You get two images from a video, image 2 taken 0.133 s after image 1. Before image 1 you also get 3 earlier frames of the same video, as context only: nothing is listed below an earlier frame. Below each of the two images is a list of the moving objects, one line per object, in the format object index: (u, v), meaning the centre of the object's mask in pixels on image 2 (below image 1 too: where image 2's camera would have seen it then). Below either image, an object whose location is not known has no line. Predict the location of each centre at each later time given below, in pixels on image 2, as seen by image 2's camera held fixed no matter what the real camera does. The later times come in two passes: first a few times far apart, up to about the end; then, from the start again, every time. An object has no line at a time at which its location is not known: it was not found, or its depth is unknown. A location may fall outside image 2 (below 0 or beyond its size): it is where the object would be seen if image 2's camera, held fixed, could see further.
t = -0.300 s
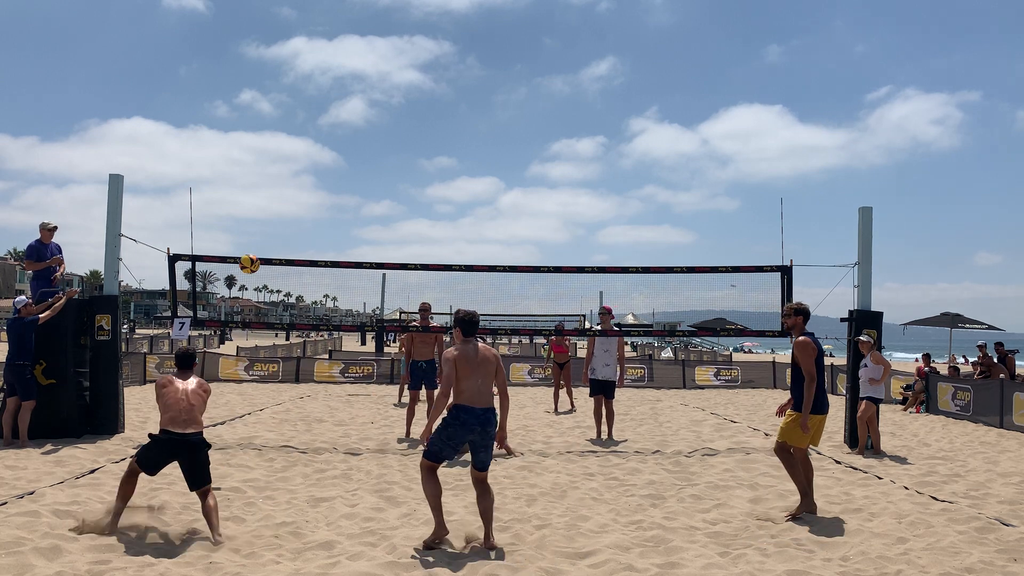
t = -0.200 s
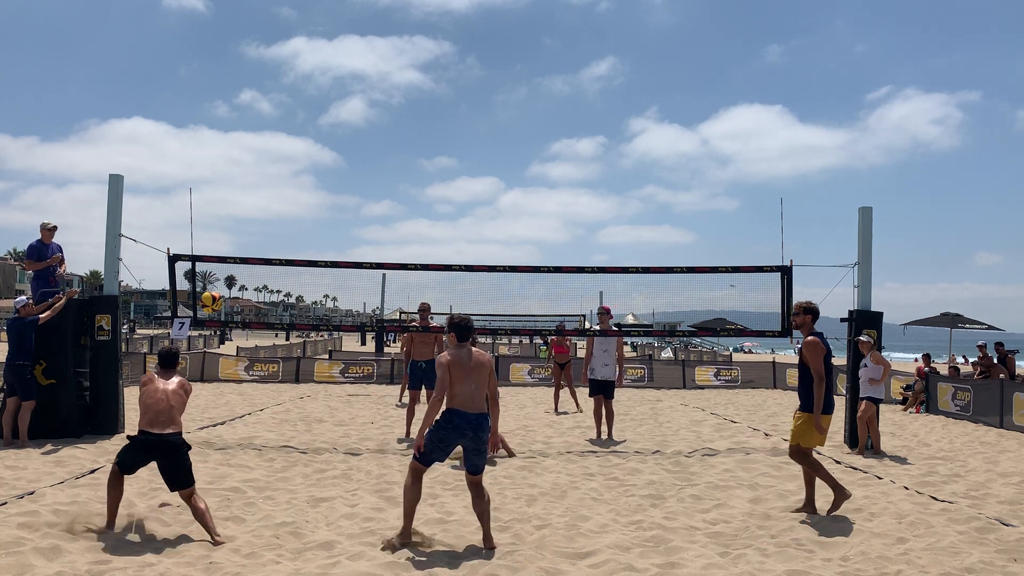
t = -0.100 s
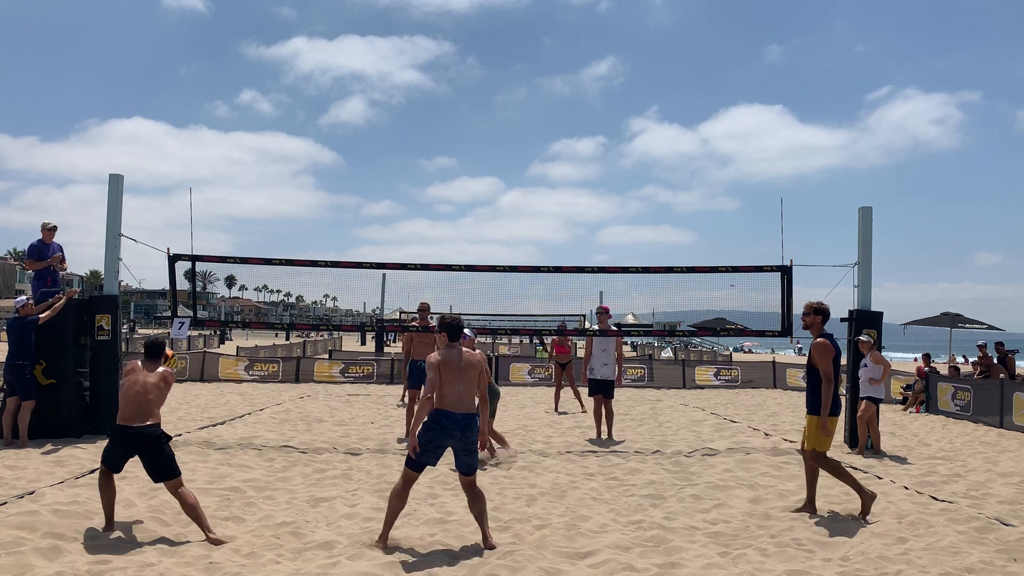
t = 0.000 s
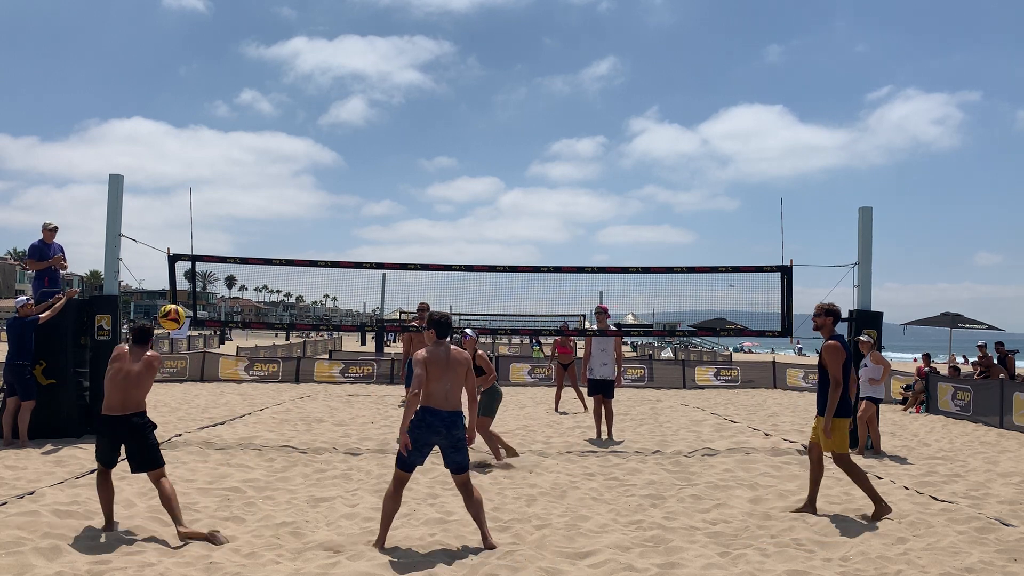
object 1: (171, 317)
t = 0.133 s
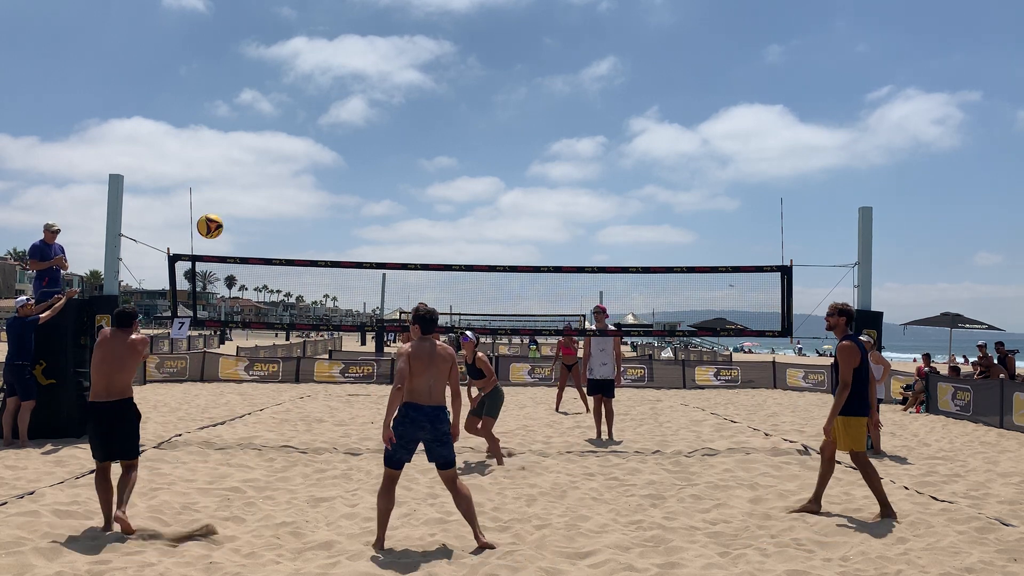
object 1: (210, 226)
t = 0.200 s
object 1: (228, 191)
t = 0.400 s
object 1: (278, 119)
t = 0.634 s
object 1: (331, 93)
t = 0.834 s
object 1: (372, 114)
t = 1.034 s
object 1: (410, 170)
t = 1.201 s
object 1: (439, 241)
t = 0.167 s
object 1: (219, 208)
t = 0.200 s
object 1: (228, 191)
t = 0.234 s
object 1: (237, 175)
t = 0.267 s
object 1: (245, 161)
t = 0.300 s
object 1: (254, 149)
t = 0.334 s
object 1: (262, 138)
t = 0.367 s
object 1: (270, 128)
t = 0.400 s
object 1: (278, 119)
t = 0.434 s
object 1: (286, 112)
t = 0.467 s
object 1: (294, 106)
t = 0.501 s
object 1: (301, 101)
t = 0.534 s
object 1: (309, 97)
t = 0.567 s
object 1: (316, 95)
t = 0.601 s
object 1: (324, 93)
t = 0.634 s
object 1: (331, 93)
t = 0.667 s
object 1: (338, 94)
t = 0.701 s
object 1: (345, 96)
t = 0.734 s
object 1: (352, 99)
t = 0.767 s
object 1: (359, 103)
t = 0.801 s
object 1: (365, 108)
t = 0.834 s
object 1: (372, 114)
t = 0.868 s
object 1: (379, 121)
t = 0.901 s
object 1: (385, 129)
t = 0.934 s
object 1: (391, 138)
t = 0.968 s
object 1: (398, 148)
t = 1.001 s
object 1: (404, 158)
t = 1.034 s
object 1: (410, 170)
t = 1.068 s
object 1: (416, 183)
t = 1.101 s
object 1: (422, 196)
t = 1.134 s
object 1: (428, 210)
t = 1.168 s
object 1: (433, 225)
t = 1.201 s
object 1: (439, 241)
